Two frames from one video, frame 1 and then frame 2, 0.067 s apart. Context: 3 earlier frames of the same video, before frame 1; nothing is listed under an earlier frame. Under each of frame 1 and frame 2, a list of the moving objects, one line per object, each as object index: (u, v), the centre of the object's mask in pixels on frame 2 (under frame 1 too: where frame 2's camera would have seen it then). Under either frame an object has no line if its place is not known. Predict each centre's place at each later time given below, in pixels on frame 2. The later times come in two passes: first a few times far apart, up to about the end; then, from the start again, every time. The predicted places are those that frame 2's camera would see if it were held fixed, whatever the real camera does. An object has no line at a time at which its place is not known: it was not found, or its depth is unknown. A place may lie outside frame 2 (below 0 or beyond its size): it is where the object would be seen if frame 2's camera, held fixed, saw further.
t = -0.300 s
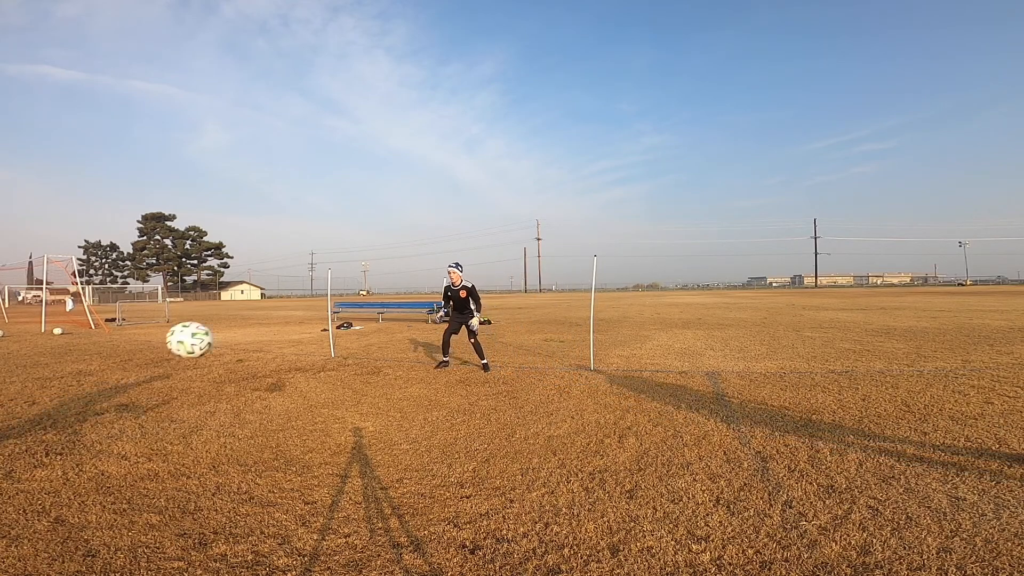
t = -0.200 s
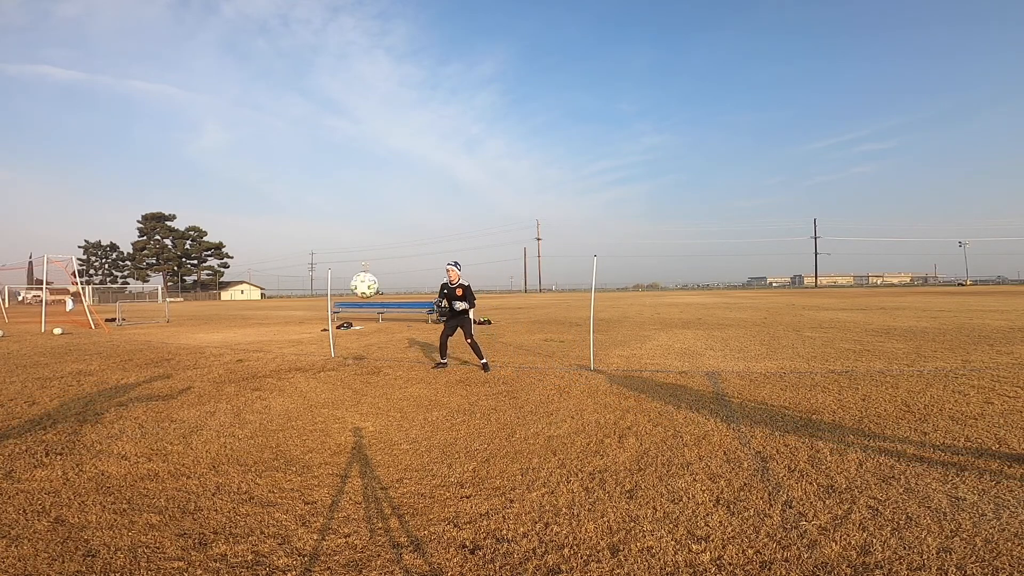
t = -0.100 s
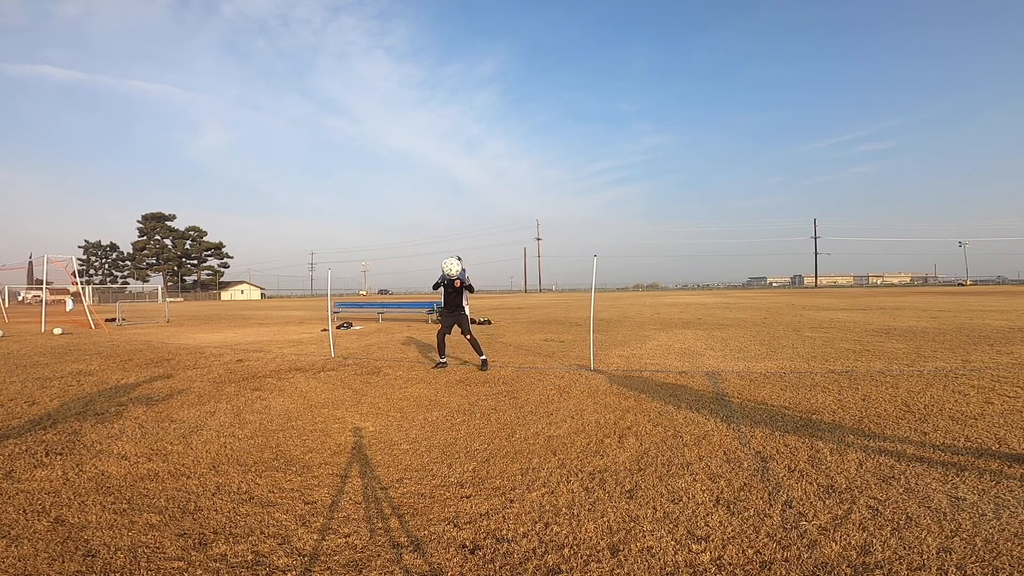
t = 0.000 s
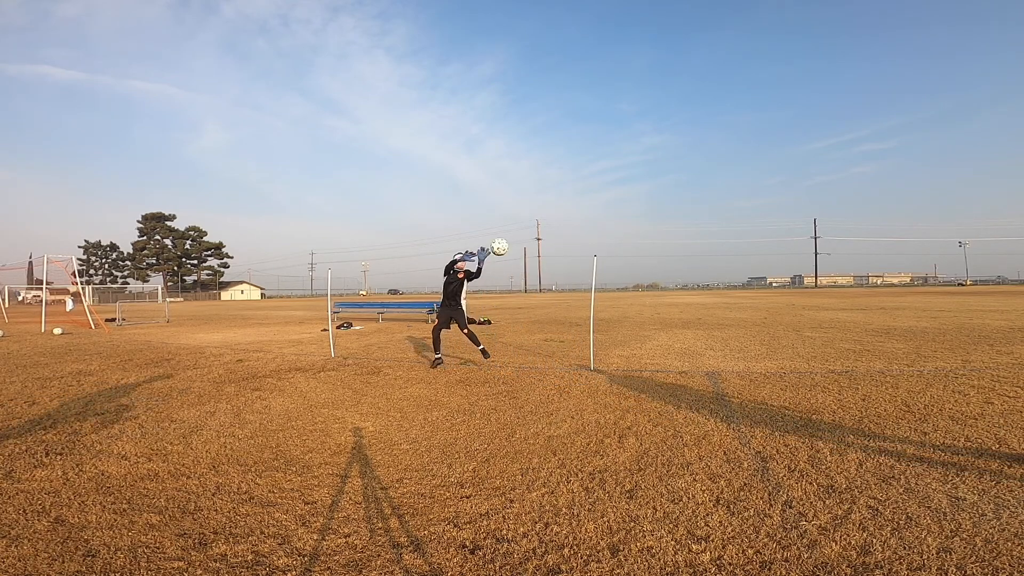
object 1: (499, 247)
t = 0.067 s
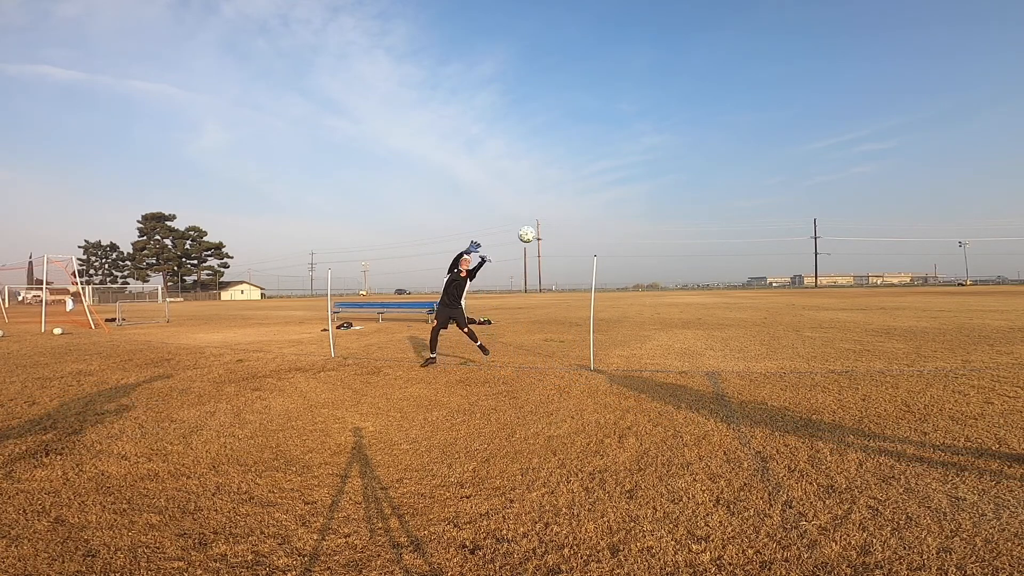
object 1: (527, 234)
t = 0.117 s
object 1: (546, 227)
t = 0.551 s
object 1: (693, 246)
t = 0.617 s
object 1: (712, 259)
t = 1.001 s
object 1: (802, 330)
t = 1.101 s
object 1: (820, 315)
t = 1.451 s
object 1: (879, 308)
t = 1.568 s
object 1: (896, 320)
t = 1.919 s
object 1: (942, 327)
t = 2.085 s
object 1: (961, 333)
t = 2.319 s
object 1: (984, 330)
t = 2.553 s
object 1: (1001, 329)
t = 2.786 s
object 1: (1017, 327)
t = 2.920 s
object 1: (1021, 327)
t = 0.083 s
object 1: (533, 231)
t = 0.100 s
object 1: (540, 229)
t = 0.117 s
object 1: (546, 227)
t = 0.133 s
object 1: (553, 225)
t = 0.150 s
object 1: (559, 224)
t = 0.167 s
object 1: (565, 222)
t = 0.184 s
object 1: (571, 221)
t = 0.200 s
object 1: (577, 220)
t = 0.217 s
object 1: (584, 219)
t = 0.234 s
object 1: (590, 219)
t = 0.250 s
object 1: (596, 219)
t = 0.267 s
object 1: (602, 218)
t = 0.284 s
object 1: (607, 219)
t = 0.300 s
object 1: (613, 219)
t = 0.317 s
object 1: (619, 219)
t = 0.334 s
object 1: (625, 220)
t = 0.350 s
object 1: (630, 221)
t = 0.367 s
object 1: (636, 222)
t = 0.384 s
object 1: (641, 224)
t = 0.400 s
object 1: (647, 225)
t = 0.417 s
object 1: (652, 227)
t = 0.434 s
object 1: (657, 229)
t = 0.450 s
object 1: (662, 231)
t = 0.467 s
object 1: (667, 233)
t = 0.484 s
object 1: (673, 235)
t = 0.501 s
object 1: (678, 237)
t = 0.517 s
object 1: (683, 240)
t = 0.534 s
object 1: (688, 243)
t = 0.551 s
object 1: (693, 246)
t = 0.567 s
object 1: (698, 249)
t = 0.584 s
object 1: (702, 252)
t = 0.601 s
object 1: (707, 255)
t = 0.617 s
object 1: (712, 259)
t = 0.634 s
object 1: (717, 263)
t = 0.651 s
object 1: (721, 267)
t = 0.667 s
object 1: (726, 271)
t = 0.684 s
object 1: (730, 275)
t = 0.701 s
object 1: (735, 279)
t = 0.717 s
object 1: (740, 283)
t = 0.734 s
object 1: (744, 288)
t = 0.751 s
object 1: (748, 293)
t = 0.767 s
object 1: (752, 297)
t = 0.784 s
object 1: (756, 302)
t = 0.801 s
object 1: (760, 307)
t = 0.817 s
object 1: (764, 312)
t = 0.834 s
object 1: (768, 317)
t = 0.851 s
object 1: (772, 322)
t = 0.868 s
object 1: (775, 327)
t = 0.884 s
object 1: (779, 333)
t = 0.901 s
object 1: (782, 338)
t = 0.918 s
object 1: (786, 344)
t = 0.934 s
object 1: (789, 344)
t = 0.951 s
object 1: (793, 340)
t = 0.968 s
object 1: (796, 337)
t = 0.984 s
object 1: (799, 333)
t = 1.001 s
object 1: (802, 330)
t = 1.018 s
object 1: (805, 327)
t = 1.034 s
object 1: (808, 325)
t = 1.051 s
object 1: (811, 322)
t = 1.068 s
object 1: (814, 319)
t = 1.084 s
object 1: (817, 317)
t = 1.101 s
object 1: (820, 315)
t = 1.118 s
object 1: (823, 313)
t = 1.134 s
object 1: (826, 311)
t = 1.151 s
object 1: (829, 310)
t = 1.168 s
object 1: (832, 308)
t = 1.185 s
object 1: (835, 307)
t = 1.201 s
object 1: (838, 306)
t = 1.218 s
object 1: (840, 305)
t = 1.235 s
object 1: (843, 304)
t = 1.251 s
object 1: (846, 303)
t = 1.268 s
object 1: (849, 303)
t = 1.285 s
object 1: (852, 303)
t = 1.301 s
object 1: (855, 303)
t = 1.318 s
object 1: (857, 303)
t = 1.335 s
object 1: (860, 303)
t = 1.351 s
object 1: (863, 303)
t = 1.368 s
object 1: (866, 303)
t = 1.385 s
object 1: (868, 304)
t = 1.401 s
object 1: (871, 305)
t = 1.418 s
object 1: (874, 306)
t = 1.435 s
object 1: (876, 307)
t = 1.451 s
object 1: (879, 308)
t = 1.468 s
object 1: (882, 309)
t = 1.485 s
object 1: (884, 310)
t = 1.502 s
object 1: (886, 312)
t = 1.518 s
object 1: (889, 314)
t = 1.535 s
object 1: (892, 316)
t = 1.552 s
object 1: (894, 318)
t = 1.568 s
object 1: (896, 320)
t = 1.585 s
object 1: (899, 322)
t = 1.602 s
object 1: (901, 325)
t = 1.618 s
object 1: (904, 327)
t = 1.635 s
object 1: (906, 330)
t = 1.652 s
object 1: (908, 333)
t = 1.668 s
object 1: (910, 336)
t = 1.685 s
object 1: (912, 338)
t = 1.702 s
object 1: (914, 337)
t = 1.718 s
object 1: (917, 335)
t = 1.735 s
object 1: (919, 334)
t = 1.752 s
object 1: (922, 333)
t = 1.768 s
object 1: (924, 331)
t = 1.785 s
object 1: (926, 330)
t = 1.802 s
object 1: (928, 329)
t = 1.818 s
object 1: (930, 329)
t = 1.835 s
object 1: (932, 328)
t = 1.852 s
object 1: (935, 328)
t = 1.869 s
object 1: (937, 327)
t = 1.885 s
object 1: (938, 327)
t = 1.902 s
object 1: (940, 327)
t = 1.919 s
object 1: (942, 327)
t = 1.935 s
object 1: (945, 327)
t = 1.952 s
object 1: (947, 328)
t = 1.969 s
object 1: (948, 328)
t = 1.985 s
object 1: (951, 329)
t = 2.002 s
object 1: (952, 329)
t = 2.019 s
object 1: (954, 331)
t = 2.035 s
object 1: (956, 332)
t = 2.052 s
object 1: (958, 333)
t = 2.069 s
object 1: (960, 334)
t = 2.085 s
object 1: (961, 333)
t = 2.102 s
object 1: (963, 332)
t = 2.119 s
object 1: (965, 331)
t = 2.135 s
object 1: (966, 330)
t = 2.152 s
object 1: (968, 330)
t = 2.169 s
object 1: (970, 329)
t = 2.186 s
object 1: (971, 329)
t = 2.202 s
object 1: (973, 329)
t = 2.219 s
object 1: (975, 328)
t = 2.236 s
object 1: (976, 328)
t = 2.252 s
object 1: (977, 329)
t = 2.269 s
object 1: (979, 329)
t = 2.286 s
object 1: (981, 329)
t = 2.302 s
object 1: (982, 330)
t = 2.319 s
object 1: (984, 330)
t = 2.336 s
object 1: (985, 331)
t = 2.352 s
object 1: (987, 331)
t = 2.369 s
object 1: (988, 330)
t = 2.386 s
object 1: (989, 329)
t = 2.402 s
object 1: (990, 329)
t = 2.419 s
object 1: (992, 329)
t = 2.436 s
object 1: (993, 328)
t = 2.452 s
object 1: (994, 328)
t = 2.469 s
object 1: (995, 328)
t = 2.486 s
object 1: (996, 328)
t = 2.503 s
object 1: (997, 328)
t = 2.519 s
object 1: (999, 329)
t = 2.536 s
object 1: (1000, 329)
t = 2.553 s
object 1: (1001, 329)
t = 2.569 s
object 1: (1003, 329)
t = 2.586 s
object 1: (1003, 329)
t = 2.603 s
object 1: (1004, 328)
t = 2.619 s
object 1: (1006, 328)
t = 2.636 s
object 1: (1007, 328)
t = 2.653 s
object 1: (1008, 328)
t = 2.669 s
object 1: (1009, 328)
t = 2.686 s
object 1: (1011, 328)
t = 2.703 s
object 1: (1011, 328)
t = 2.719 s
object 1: (1012, 328)
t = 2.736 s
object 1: (1014, 328)
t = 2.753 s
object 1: (1014, 327)
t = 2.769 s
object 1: (1015, 327)
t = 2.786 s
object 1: (1017, 327)
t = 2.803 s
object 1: (1018, 327)
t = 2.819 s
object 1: (1019, 327)
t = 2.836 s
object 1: (1019, 327)
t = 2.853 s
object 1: (1019, 327)
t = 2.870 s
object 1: (1020, 326)
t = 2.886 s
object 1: (1021, 327)
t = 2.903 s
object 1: (1021, 327)
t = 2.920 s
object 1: (1021, 327)
